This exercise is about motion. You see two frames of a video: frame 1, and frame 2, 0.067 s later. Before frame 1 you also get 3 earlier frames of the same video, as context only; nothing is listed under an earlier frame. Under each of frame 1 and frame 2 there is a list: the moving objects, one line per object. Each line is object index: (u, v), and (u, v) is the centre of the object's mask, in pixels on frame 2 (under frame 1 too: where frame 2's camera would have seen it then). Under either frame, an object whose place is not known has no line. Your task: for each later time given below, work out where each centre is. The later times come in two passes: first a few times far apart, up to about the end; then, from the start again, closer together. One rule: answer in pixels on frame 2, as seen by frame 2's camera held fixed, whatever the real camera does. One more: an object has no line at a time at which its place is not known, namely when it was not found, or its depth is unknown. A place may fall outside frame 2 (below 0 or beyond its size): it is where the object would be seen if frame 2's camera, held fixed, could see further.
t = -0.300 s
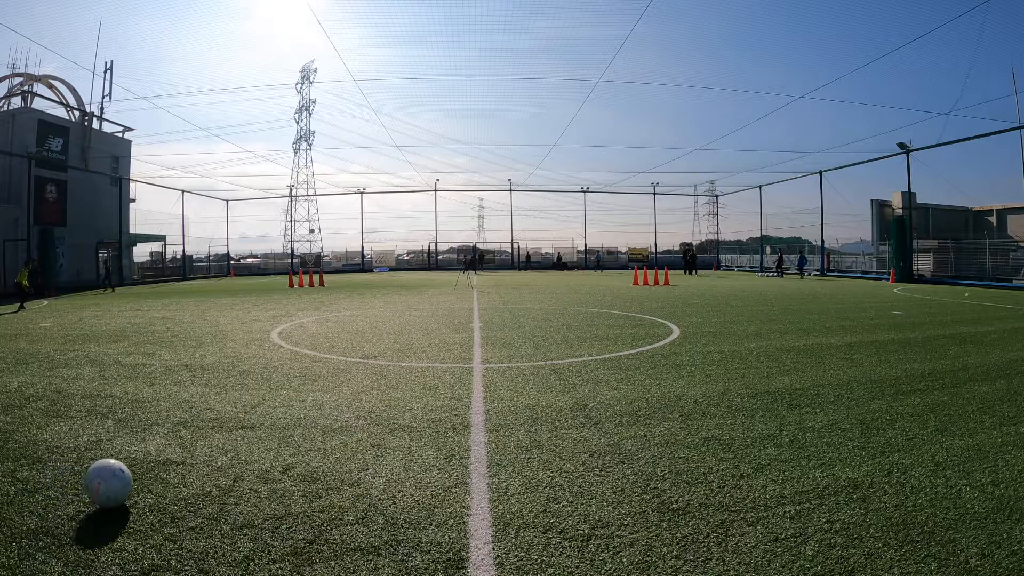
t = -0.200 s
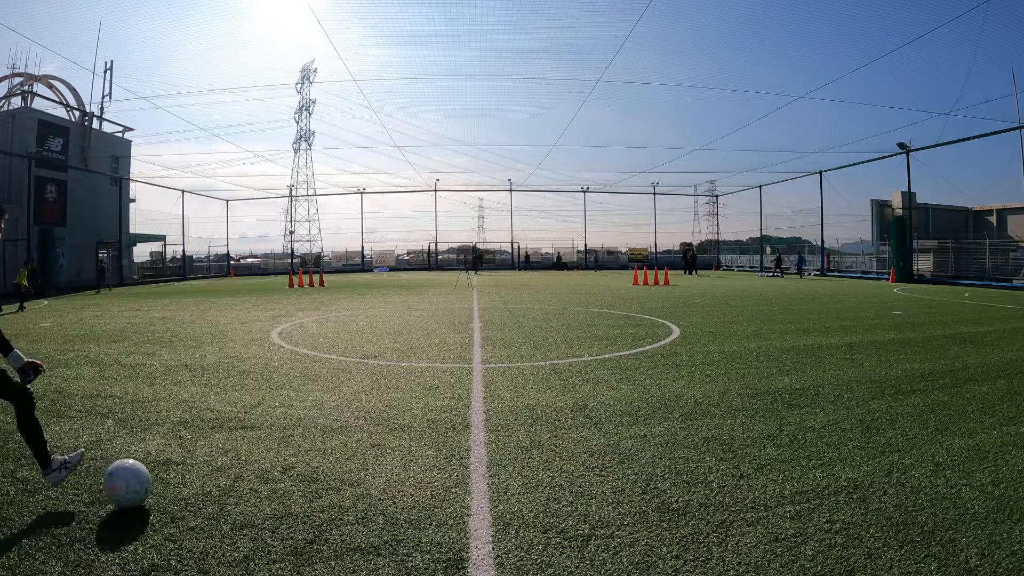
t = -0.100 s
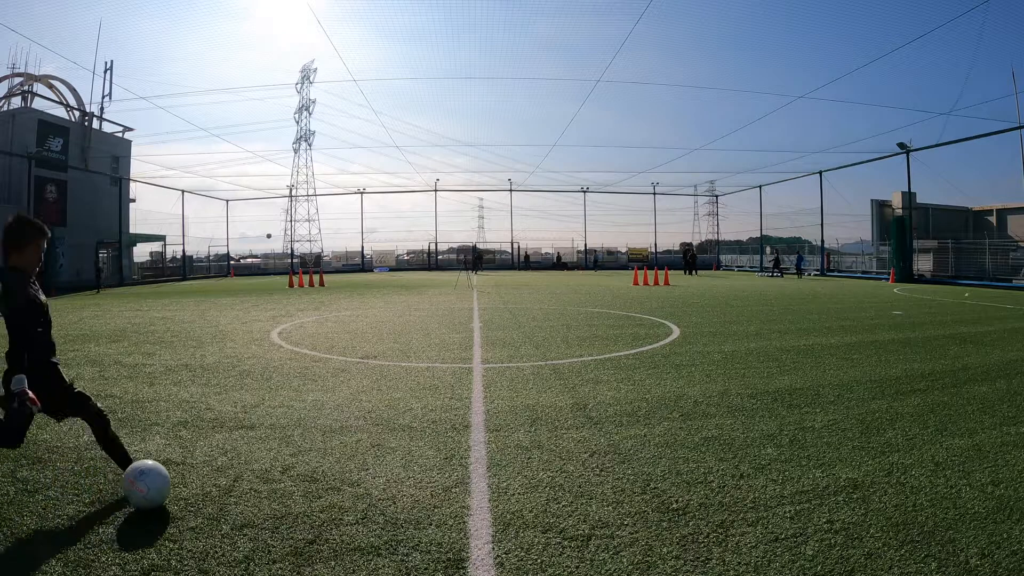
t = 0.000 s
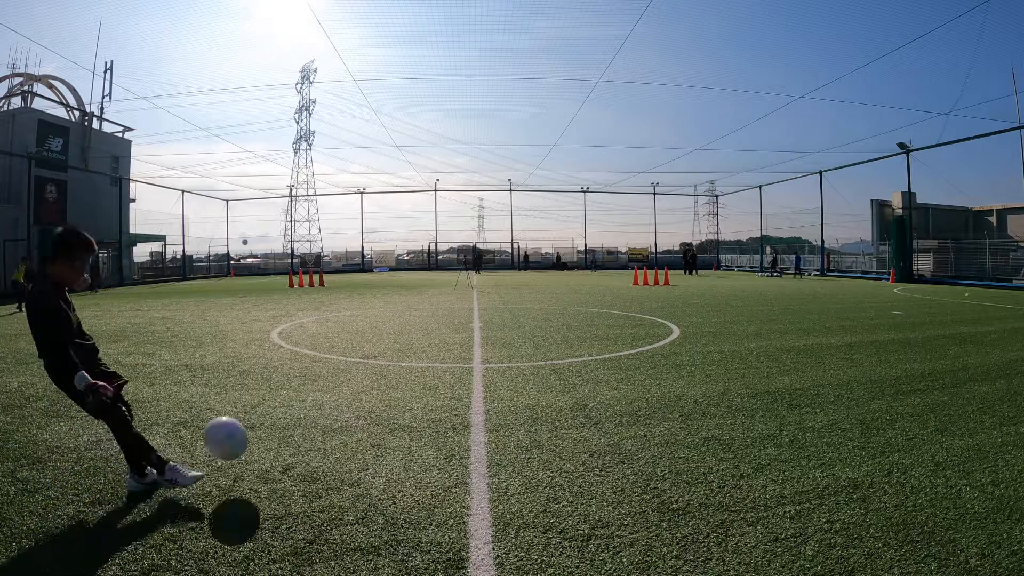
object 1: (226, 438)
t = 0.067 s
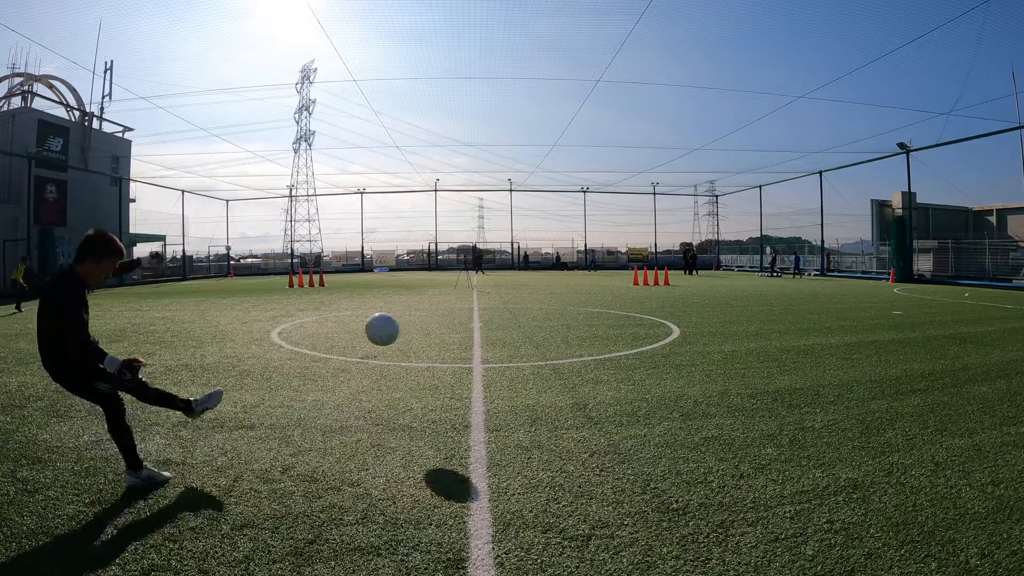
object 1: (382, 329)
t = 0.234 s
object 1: (554, 223)
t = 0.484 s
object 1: (638, 191)
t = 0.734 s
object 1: (672, 193)
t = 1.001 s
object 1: (692, 210)
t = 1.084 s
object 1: (696, 217)
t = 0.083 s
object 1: (410, 310)
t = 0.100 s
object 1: (435, 295)
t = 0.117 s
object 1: (457, 280)
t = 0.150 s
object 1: (493, 258)
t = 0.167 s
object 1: (508, 249)
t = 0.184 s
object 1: (521, 241)
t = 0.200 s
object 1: (533, 234)
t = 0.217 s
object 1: (545, 228)
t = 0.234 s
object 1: (554, 223)
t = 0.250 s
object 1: (563, 218)
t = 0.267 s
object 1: (572, 214)
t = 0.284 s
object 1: (579, 210)
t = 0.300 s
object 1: (587, 207)
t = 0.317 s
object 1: (593, 204)
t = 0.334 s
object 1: (599, 202)
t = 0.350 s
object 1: (605, 200)
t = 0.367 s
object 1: (610, 198)
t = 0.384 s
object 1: (614, 196)
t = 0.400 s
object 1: (619, 195)
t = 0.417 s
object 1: (623, 194)
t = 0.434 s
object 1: (627, 193)
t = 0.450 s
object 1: (631, 192)
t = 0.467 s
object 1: (635, 192)
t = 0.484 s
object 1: (638, 191)
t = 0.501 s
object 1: (641, 191)
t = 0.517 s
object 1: (644, 190)
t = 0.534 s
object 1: (647, 190)
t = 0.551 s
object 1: (650, 190)
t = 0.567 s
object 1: (652, 190)
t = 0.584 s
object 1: (655, 190)
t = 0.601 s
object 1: (657, 190)
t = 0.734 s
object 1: (672, 193)
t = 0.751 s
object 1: (673, 194)
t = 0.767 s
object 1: (675, 195)
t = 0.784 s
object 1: (677, 196)
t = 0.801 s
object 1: (678, 197)
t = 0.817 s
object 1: (679, 198)
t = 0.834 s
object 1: (681, 199)
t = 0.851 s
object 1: (682, 200)
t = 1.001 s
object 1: (692, 210)
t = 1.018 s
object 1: (694, 212)
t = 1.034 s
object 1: (694, 212)
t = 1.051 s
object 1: (695, 214)
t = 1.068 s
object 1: (695, 215)
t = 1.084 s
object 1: (696, 217)
